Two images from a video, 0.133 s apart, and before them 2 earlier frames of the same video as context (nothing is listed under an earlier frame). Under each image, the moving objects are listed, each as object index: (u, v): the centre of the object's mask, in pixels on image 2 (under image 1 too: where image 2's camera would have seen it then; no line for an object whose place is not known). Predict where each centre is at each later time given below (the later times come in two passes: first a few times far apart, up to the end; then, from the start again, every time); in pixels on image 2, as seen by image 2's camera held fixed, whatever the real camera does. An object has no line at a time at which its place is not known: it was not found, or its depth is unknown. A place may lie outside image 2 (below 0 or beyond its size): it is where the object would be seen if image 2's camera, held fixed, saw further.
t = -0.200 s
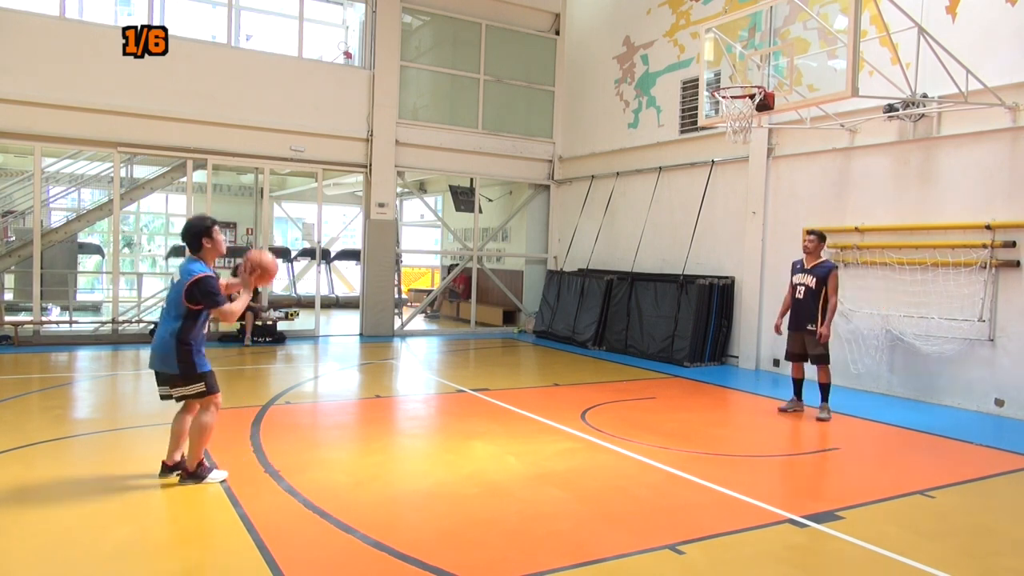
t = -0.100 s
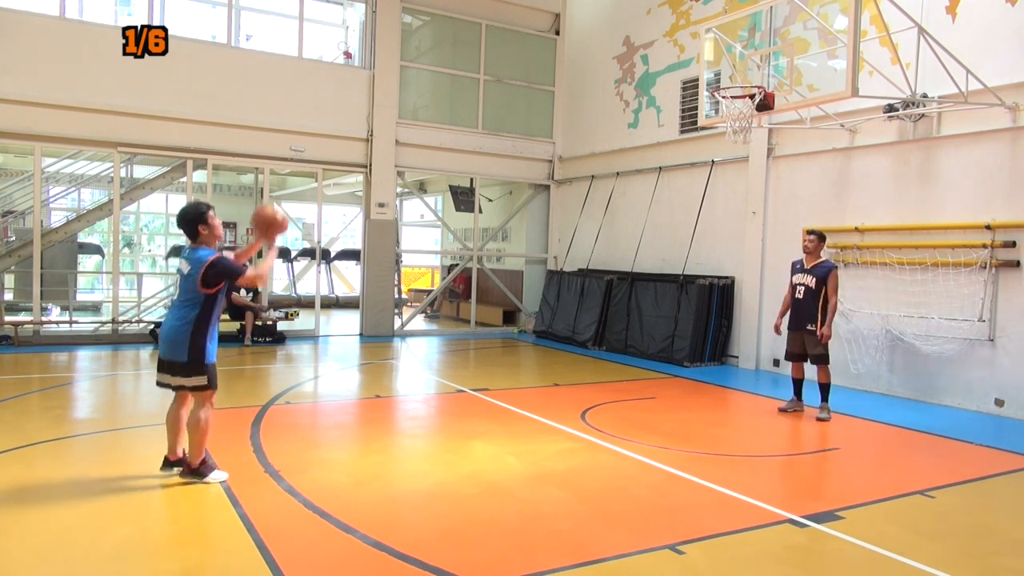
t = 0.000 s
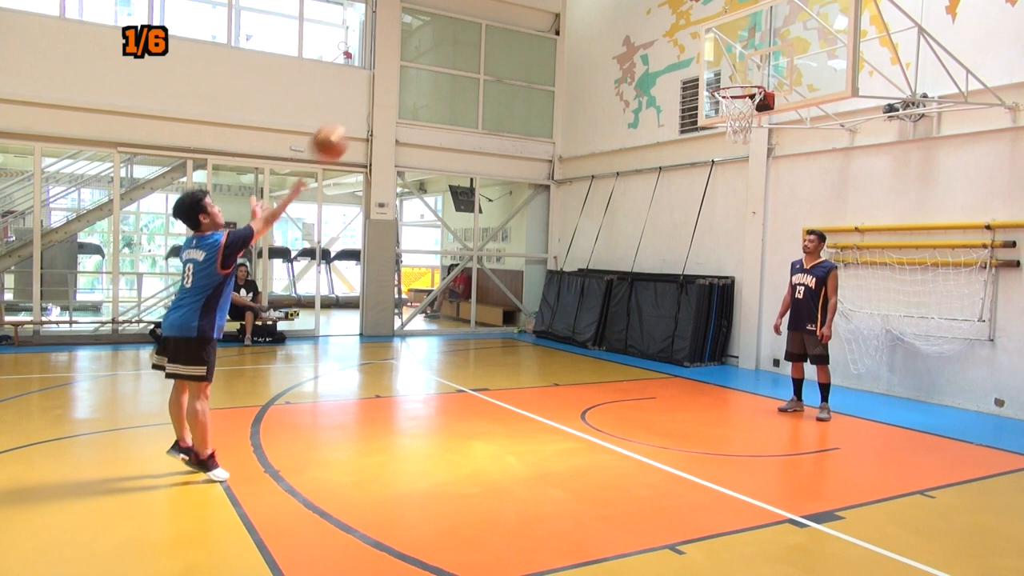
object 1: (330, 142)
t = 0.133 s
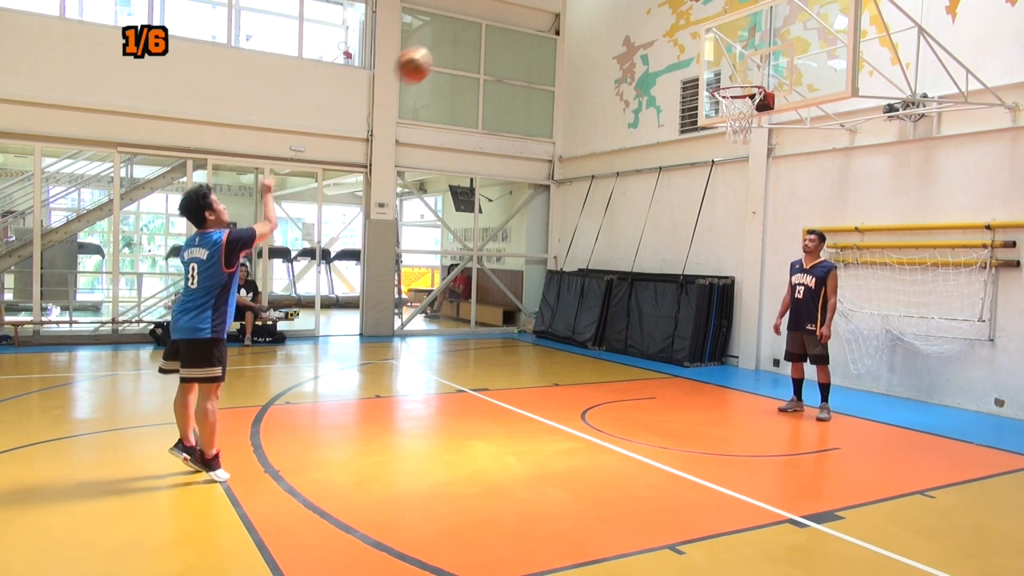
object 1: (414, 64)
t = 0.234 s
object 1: (470, 26)
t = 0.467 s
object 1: (583, 5)
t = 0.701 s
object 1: (676, 30)
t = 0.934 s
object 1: (748, 108)
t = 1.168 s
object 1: (747, 181)
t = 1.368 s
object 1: (743, 288)
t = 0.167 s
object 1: (433, 50)
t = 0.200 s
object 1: (452, 37)
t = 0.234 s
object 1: (470, 26)
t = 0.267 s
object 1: (488, 16)
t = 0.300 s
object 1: (504, 12)
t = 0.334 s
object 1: (521, 9)
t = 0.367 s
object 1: (537, 7)
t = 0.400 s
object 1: (554, 6)
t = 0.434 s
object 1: (568, 5)
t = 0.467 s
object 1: (583, 5)
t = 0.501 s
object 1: (598, 5)
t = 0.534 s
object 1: (611, 6)
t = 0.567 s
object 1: (625, 8)
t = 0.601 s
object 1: (639, 11)
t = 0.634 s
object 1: (653, 14)
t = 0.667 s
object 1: (664, 22)
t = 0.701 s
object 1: (676, 30)
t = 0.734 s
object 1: (688, 40)
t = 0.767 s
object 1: (699, 50)
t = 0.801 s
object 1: (710, 62)
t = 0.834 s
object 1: (721, 75)
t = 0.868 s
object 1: (732, 86)
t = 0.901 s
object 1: (739, 98)
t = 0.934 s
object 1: (748, 108)
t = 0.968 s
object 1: (748, 116)
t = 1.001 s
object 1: (750, 124)
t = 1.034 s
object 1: (749, 132)
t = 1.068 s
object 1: (748, 142)
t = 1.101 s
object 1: (748, 154)
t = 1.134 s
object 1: (748, 167)
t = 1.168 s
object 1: (747, 181)
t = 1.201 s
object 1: (747, 195)
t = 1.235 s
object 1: (746, 211)
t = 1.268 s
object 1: (746, 228)
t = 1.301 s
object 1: (745, 247)
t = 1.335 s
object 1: (744, 267)
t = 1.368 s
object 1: (743, 288)
